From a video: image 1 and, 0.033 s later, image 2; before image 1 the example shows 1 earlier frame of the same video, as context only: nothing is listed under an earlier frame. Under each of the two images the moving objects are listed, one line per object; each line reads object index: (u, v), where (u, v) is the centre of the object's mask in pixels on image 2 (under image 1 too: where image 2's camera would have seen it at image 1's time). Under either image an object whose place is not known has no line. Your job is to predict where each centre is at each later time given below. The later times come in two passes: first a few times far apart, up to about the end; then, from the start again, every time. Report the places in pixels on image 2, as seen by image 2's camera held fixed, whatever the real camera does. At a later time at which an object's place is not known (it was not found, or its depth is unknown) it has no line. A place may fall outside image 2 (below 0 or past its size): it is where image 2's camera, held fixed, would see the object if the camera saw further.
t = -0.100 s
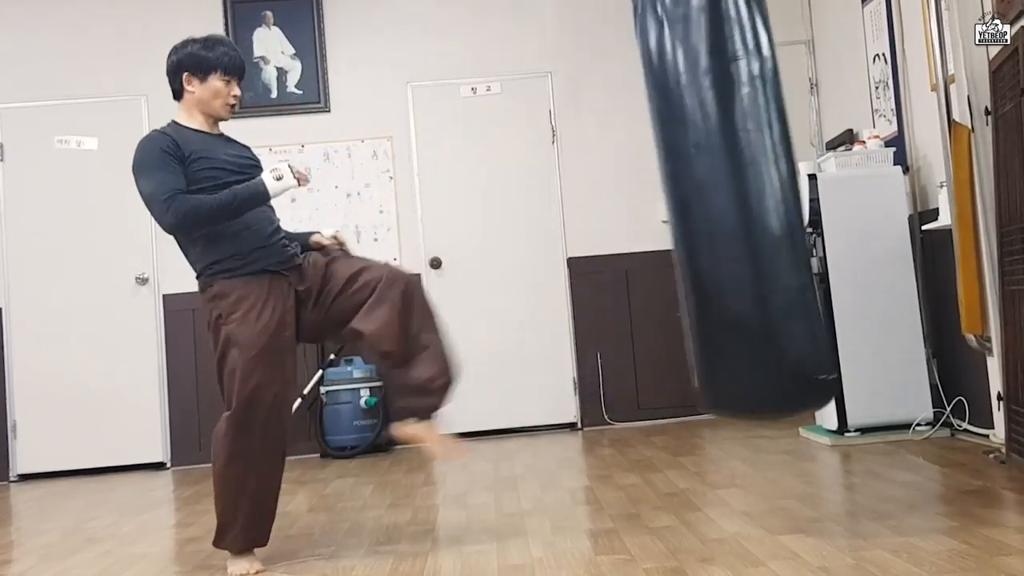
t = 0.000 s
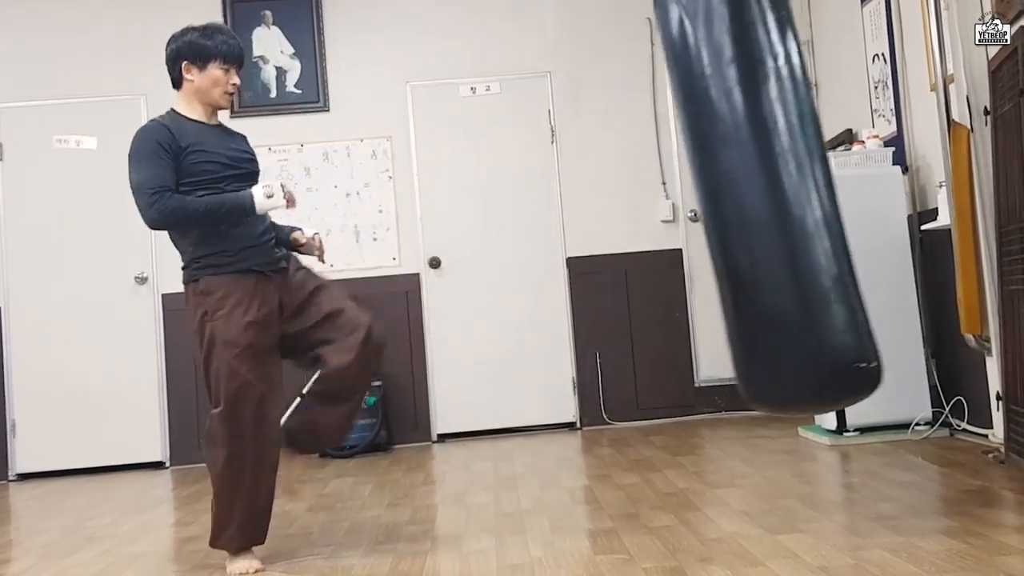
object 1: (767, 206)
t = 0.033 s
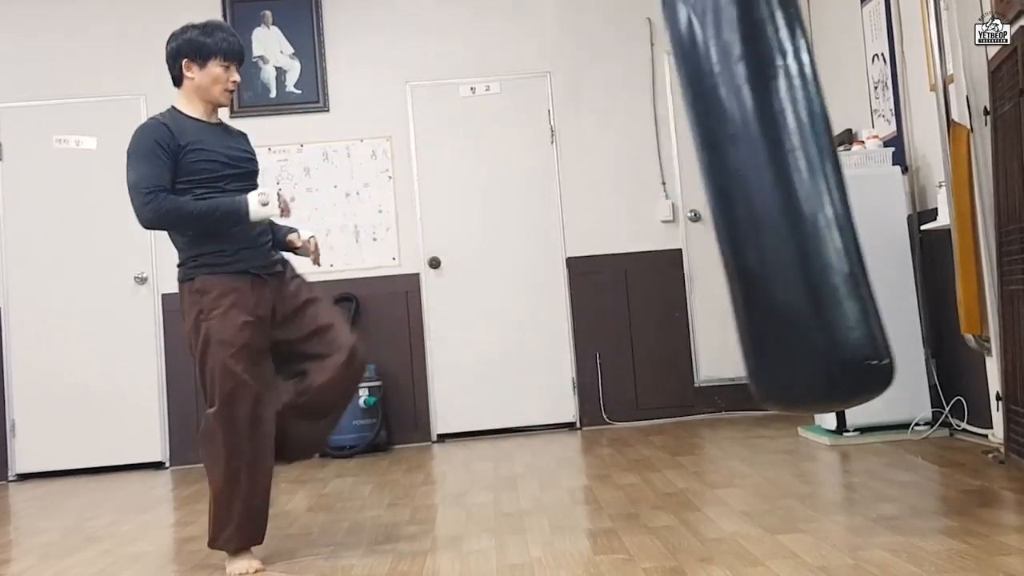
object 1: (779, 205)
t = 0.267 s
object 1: (837, 194)
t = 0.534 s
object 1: (832, 197)
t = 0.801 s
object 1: (770, 209)
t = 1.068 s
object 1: (678, 212)
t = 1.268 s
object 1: (614, 212)
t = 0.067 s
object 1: (790, 204)
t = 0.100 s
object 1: (800, 202)
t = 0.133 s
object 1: (808, 201)
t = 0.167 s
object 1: (824, 199)
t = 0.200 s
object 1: (829, 197)
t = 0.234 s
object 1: (834, 195)
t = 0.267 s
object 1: (837, 194)
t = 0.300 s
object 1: (841, 194)
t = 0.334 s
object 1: (843, 194)
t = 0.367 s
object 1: (845, 195)
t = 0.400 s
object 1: (845, 195)
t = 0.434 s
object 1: (844, 196)
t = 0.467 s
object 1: (842, 196)
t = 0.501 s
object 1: (837, 196)
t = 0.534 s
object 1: (832, 197)
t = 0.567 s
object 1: (826, 198)
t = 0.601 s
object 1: (820, 199)
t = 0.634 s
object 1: (814, 201)
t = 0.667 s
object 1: (806, 202)
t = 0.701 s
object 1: (799, 204)
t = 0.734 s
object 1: (790, 206)
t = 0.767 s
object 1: (779, 208)
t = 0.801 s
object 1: (770, 209)
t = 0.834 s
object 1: (759, 210)
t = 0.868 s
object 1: (746, 210)
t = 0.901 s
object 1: (735, 211)
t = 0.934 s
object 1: (722, 211)
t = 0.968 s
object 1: (710, 211)
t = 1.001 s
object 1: (699, 211)
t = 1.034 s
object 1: (688, 212)
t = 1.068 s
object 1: (678, 212)
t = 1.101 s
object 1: (667, 213)
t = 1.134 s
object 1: (655, 214)
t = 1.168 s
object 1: (645, 213)
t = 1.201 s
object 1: (633, 213)
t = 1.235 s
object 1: (621, 211)
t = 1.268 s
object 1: (614, 212)
